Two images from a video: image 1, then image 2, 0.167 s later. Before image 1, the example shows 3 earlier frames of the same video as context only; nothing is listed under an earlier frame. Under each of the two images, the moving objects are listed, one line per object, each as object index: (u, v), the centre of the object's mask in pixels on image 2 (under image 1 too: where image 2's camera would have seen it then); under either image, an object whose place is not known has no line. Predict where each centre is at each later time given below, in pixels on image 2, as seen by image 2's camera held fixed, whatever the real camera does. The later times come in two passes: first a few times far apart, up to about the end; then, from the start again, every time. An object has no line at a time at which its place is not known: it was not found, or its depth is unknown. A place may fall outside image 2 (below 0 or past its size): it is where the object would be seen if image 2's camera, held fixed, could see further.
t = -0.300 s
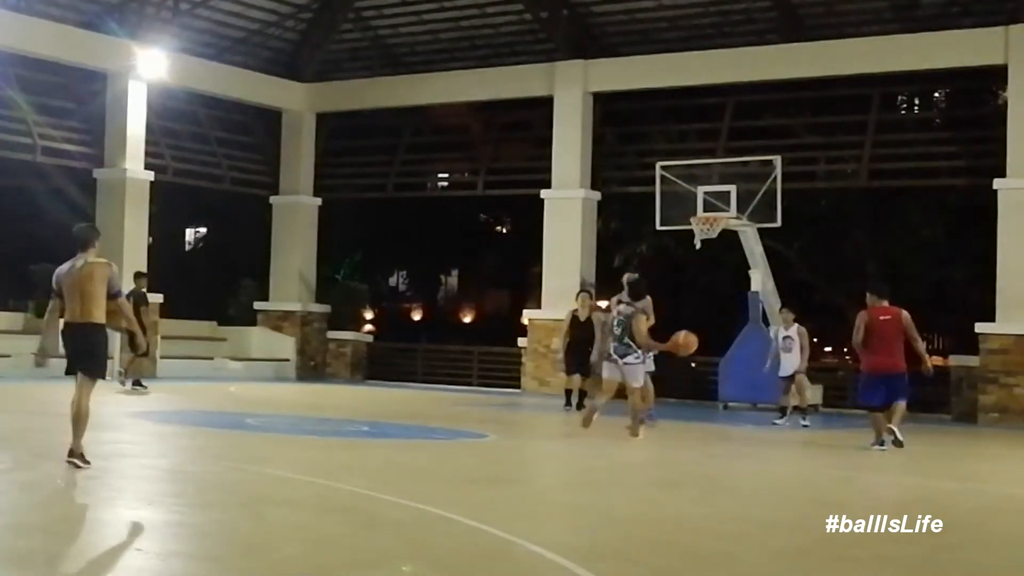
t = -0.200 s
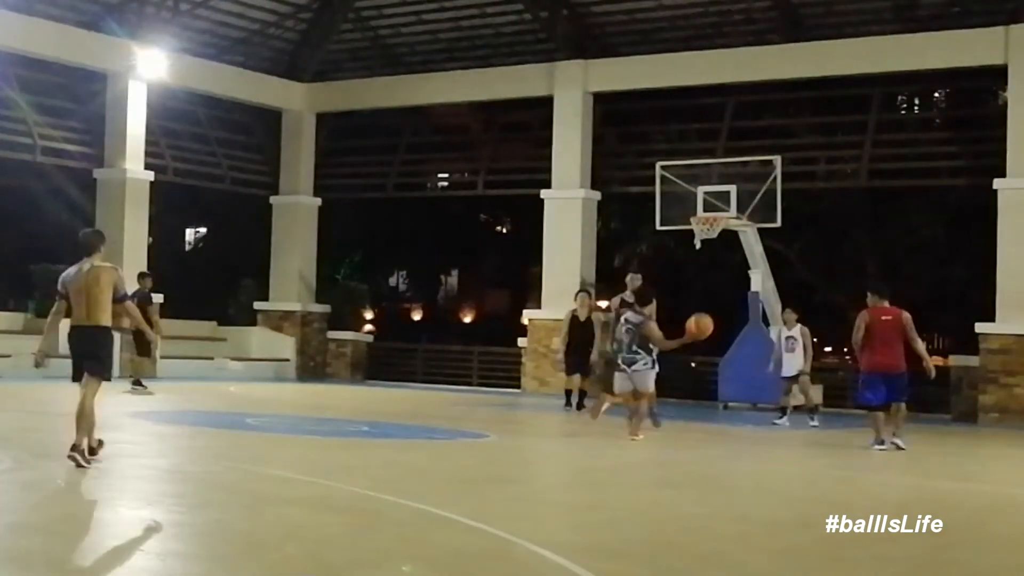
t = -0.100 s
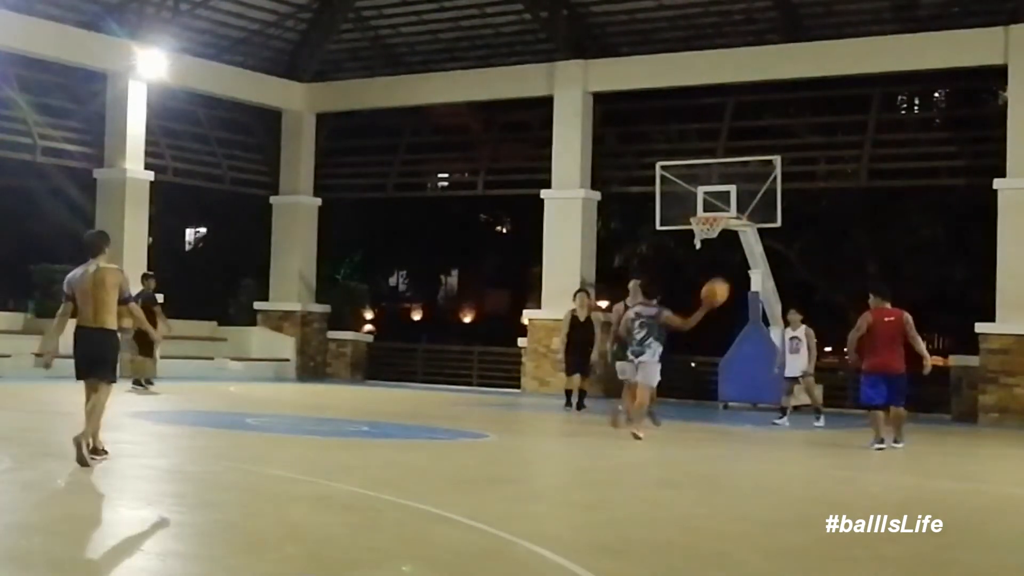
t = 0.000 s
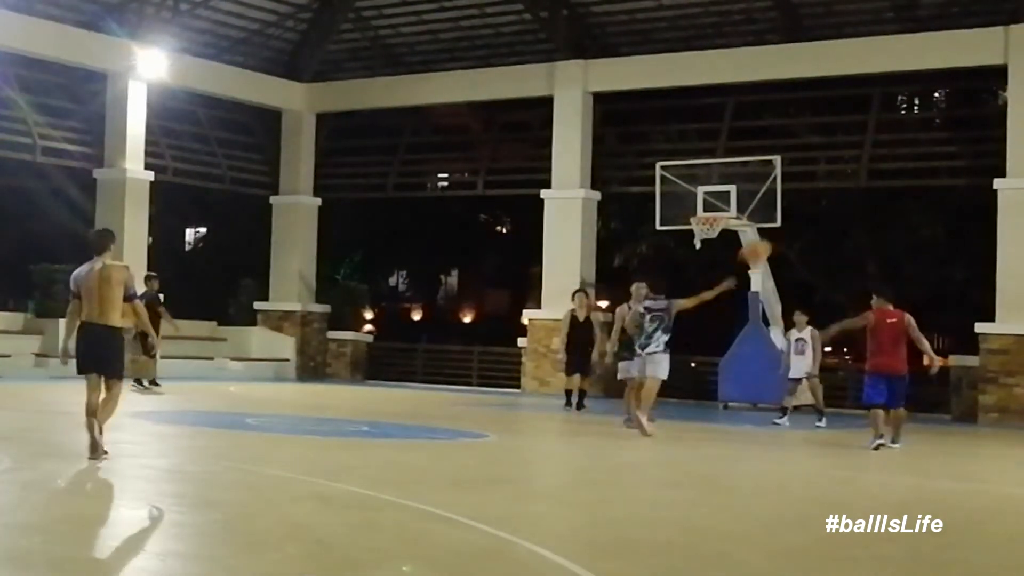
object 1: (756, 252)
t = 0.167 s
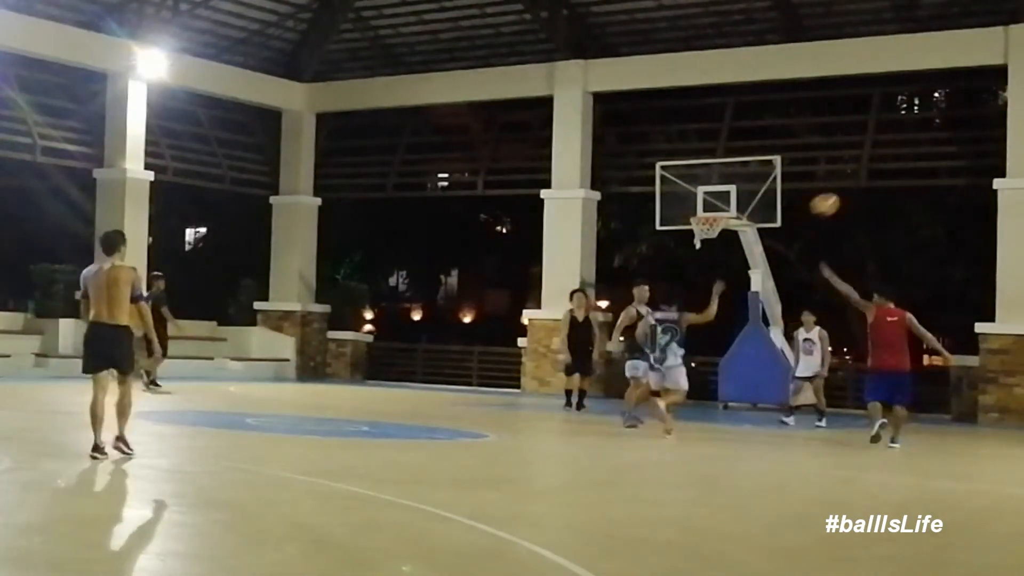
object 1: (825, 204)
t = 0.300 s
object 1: (875, 188)
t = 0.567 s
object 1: (966, 204)
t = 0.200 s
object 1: (838, 198)
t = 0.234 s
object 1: (850, 194)
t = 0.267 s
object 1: (862, 190)
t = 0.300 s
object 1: (875, 188)
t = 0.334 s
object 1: (887, 187)
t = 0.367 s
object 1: (899, 187)
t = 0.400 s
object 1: (911, 187)
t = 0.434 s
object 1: (922, 189)
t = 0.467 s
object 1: (933, 191)
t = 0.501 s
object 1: (945, 195)
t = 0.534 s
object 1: (956, 199)
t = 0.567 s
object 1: (966, 204)
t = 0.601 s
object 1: (976, 210)
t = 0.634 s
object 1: (986, 217)
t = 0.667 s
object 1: (995, 225)
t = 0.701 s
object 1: (1005, 234)
